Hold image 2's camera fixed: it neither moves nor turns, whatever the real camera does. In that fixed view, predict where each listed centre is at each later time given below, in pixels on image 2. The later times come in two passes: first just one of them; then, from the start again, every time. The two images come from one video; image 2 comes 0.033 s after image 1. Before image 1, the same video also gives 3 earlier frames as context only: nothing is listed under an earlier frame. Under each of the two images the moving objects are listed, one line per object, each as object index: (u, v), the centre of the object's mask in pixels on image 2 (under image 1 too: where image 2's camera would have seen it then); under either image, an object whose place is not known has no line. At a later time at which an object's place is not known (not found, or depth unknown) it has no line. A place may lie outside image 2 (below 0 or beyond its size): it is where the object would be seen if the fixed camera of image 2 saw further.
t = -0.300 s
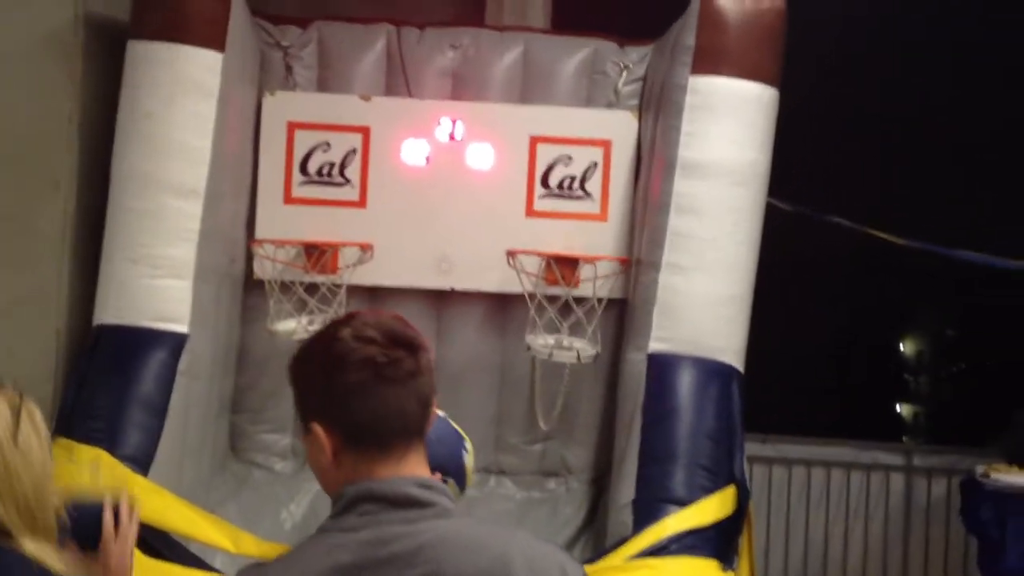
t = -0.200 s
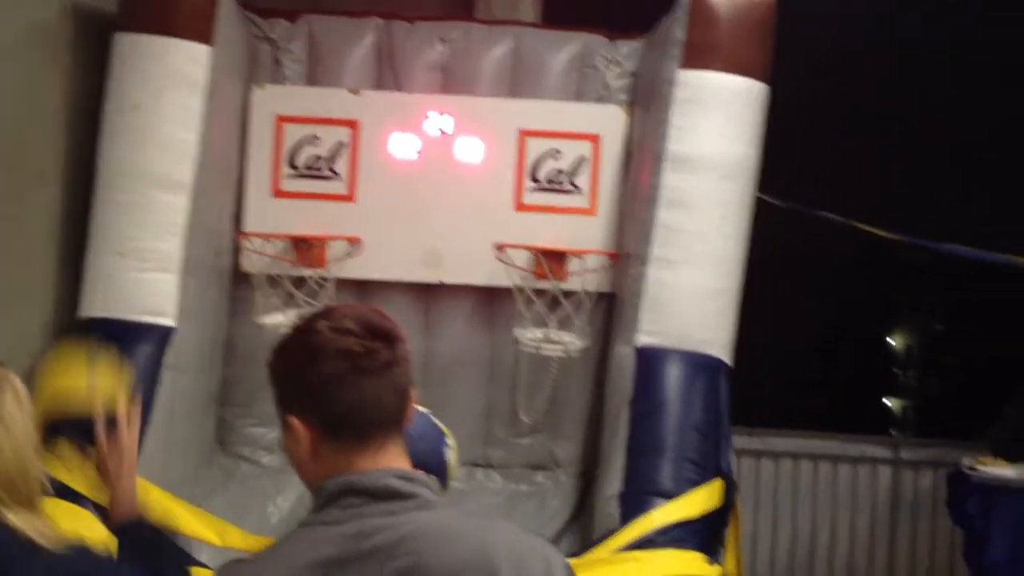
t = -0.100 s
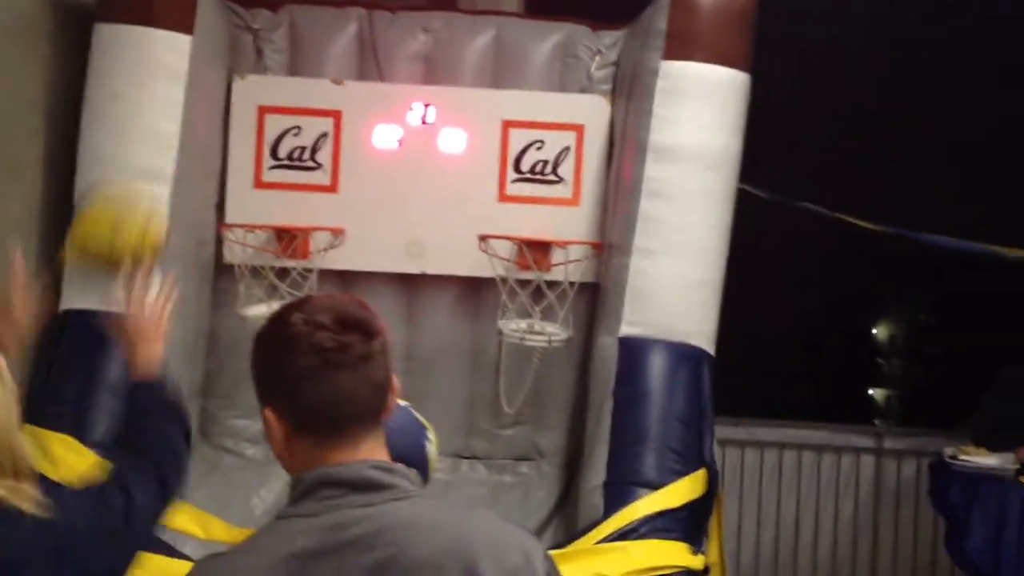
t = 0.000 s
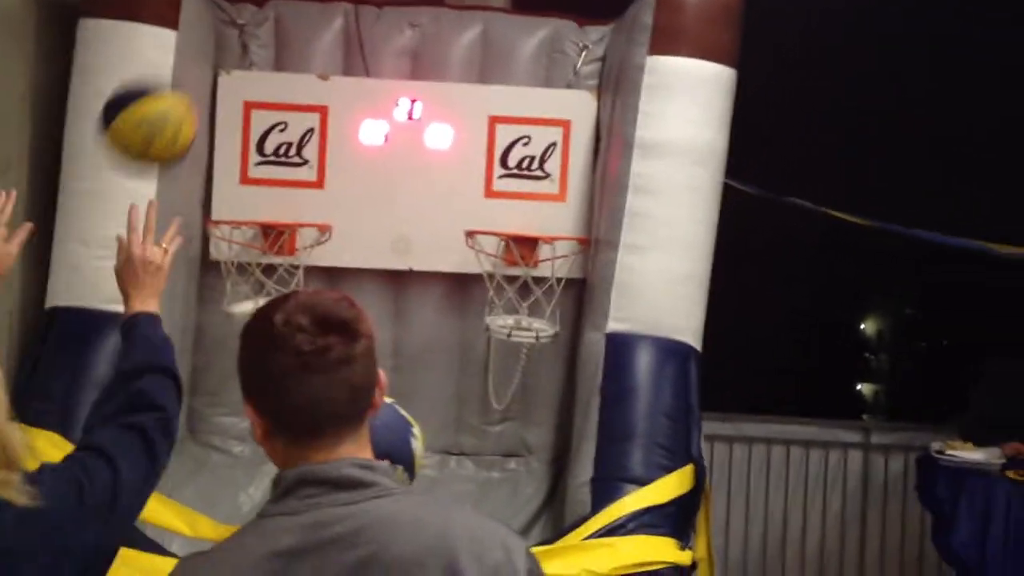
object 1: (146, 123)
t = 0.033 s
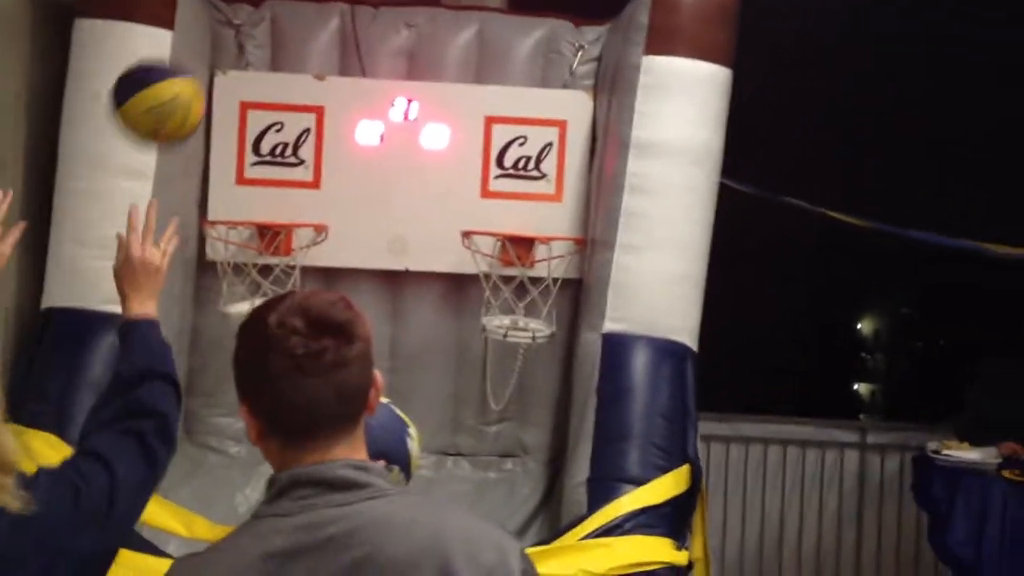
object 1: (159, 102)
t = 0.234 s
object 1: (221, 83)
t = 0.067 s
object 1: (171, 86)
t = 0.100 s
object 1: (183, 75)
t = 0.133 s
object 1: (194, 71)
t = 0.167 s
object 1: (205, 69)
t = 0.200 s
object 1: (213, 74)
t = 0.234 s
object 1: (221, 83)
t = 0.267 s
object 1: (228, 95)
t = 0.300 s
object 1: (235, 112)
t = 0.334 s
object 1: (241, 130)
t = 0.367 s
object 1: (248, 154)
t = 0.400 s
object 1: (254, 180)
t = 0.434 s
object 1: (260, 203)
